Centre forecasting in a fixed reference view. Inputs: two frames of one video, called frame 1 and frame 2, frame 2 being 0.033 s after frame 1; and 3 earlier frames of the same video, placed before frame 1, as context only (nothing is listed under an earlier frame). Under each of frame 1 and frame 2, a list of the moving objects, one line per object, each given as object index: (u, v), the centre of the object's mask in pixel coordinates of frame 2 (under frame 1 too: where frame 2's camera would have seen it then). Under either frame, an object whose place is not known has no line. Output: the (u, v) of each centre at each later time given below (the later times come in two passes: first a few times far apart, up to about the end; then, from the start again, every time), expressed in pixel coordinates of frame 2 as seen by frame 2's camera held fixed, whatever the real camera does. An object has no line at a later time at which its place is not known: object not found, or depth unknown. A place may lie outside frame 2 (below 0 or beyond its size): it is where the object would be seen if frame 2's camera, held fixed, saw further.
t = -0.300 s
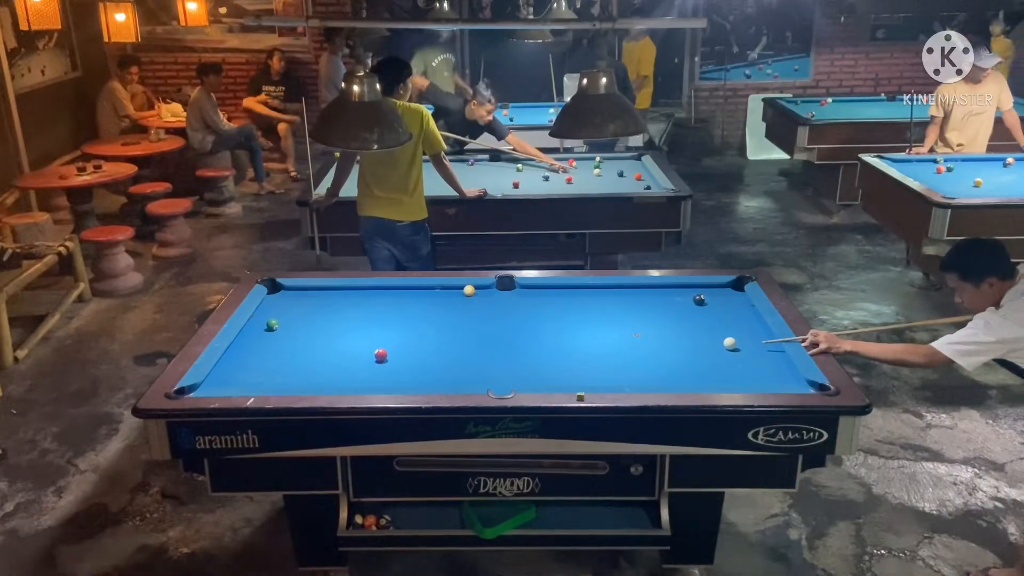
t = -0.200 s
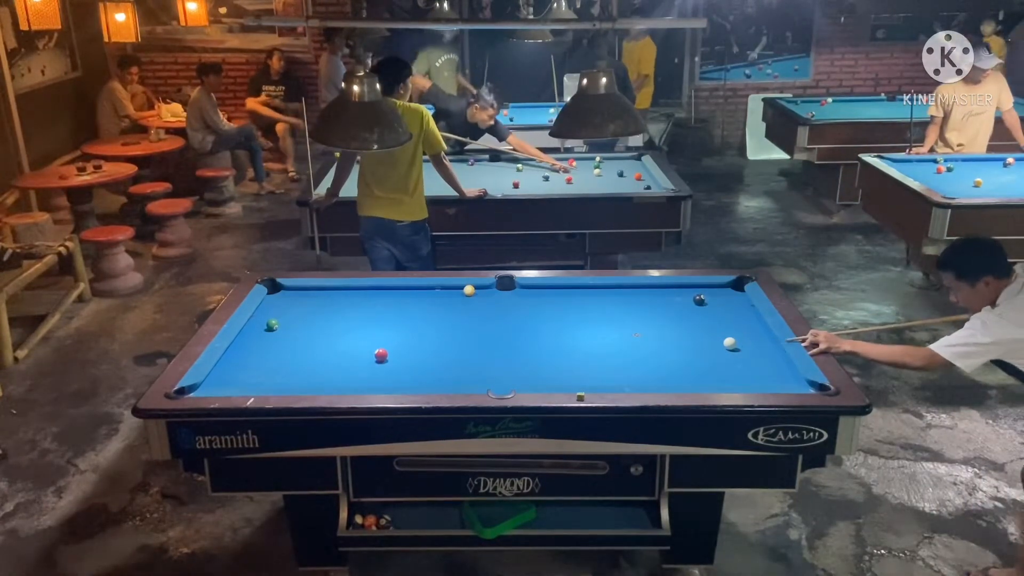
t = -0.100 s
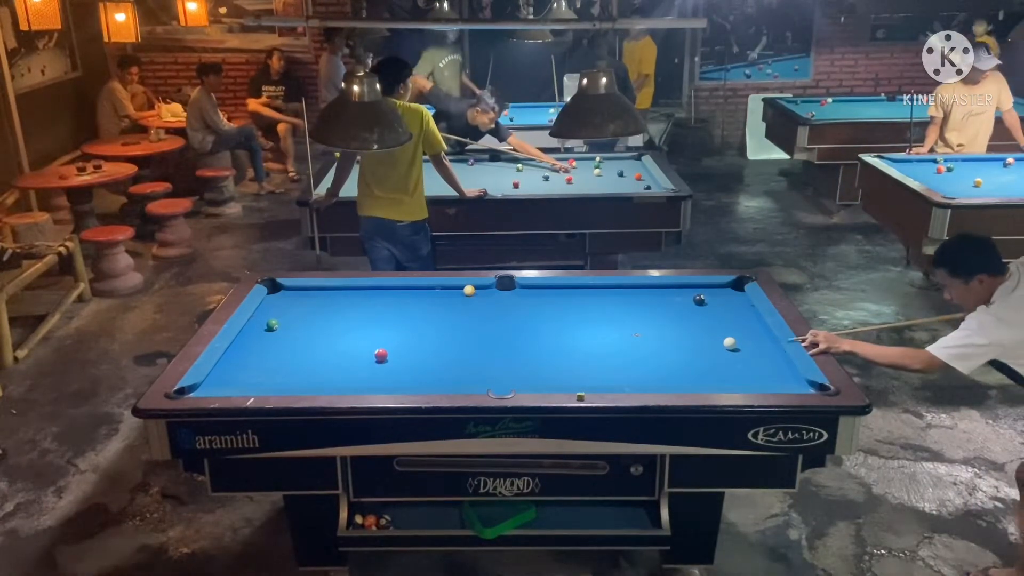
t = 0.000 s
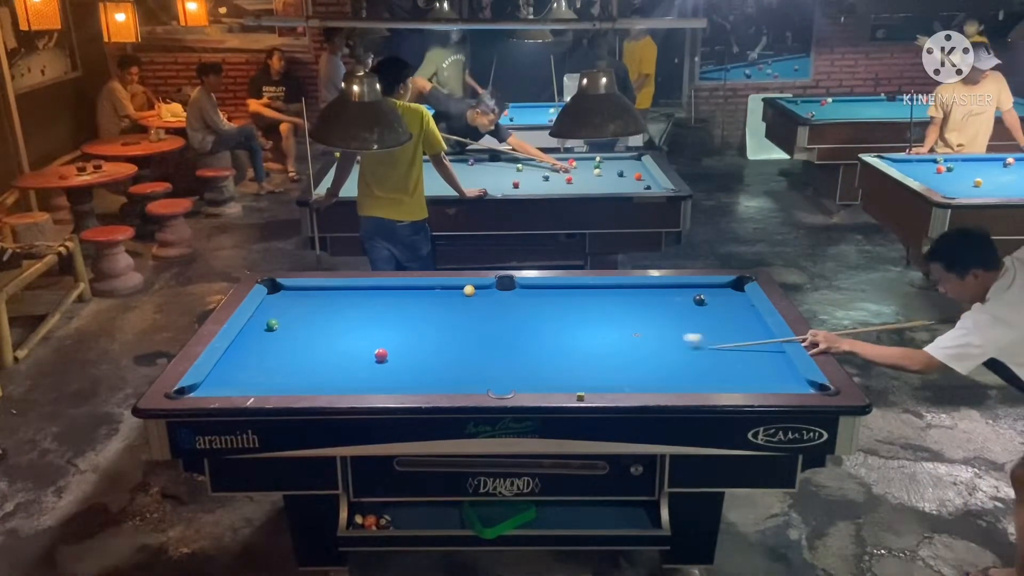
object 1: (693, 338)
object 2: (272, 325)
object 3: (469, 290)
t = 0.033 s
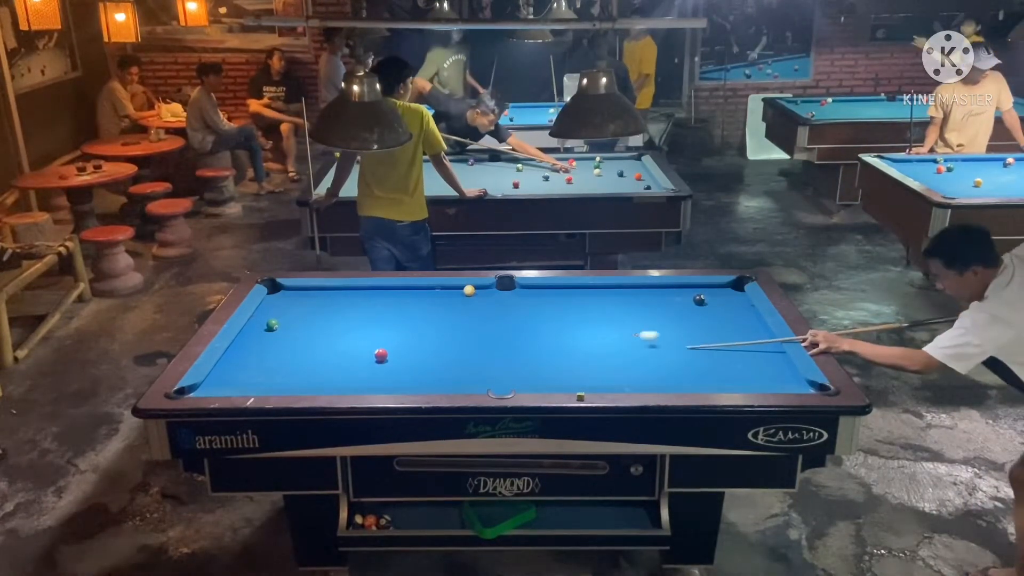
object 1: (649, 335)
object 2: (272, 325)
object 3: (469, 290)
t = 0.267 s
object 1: (379, 330)
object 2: (272, 325)
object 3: (469, 290)
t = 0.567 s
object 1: (235, 355)
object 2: (321, 308)
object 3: (469, 290)
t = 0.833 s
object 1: (246, 385)
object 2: (414, 292)
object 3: (469, 290)
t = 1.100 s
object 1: (297, 370)
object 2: (462, 294)
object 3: (494, 291)
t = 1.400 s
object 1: (346, 352)
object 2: (480, 302)
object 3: (545, 291)
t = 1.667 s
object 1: (383, 339)
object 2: (494, 308)
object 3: (588, 290)
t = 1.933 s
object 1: (416, 328)
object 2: (507, 314)
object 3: (629, 290)
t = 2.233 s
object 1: (448, 317)
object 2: (521, 321)
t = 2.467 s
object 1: (470, 310)
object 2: (530, 325)
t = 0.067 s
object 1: (606, 336)
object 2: (272, 325)
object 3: (469, 290)
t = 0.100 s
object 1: (565, 335)
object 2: (271, 325)
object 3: (469, 290)
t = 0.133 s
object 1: (526, 333)
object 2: (271, 325)
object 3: (469, 290)
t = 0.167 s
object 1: (487, 333)
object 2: (271, 325)
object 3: (469, 290)
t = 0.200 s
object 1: (450, 331)
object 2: (272, 325)
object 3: (469, 290)
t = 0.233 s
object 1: (413, 330)
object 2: (271, 325)
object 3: (469, 290)
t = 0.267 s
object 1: (379, 330)
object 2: (272, 325)
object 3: (469, 290)
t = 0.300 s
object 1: (346, 329)
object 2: (271, 325)
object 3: (469, 290)
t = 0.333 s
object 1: (313, 327)
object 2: (271, 325)
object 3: (469, 290)
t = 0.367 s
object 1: (281, 327)
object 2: (270, 325)
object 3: (469, 290)
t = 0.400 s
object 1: (268, 332)
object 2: (255, 320)
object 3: (469, 290)
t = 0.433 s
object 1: (257, 337)
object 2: (266, 316)
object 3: (469, 290)
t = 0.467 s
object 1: (246, 342)
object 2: (281, 314)
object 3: (469, 290)
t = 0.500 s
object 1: (236, 347)
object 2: (296, 312)
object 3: (469, 290)
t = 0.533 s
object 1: (234, 351)
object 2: (308, 309)
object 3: (469, 290)
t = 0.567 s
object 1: (235, 355)
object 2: (321, 308)
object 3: (469, 290)
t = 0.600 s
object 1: (236, 359)
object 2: (333, 305)
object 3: (469, 290)
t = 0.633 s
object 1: (237, 363)
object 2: (345, 304)
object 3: (469, 290)
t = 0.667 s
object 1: (239, 367)
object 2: (357, 301)
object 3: (469, 290)
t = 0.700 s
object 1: (240, 371)
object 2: (369, 300)
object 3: (469, 290)
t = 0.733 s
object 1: (241, 375)
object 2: (381, 297)
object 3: (469, 290)
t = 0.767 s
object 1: (243, 379)
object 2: (392, 295)
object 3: (469, 290)
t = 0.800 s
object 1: (245, 382)
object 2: (404, 293)
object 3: (469, 290)
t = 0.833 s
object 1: (246, 385)
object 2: (414, 292)
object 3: (469, 290)
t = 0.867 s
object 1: (253, 383)
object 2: (424, 290)
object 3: (469, 290)
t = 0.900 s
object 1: (260, 381)
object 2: (435, 288)
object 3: (469, 290)
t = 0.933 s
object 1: (266, 380)
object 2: (445, 289)
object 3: (469, 290)
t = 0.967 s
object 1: (272, 378)
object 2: (454, 290)
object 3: (469, 290)
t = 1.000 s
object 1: (279, 376)
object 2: (458, 291)
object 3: (473, 290)
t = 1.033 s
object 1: (285, 374)
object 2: (458, 292)
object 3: (481, 290)
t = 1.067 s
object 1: (291, 372)
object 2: (460, 293)
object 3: (488, 290)
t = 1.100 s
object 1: (297, 370)
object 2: (462, 294)
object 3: (494, 291)
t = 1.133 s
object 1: (302, 367)
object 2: (463, 295)
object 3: (499, 291)
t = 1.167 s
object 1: (308, 365)
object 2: (466, 296)
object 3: (506, 291)
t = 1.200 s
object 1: (314, 363)
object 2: (467, 297)
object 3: (511, 291)
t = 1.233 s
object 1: (319, 361)
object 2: (470, 298)
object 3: (517, 291)
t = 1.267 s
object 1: (325, 360)
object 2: (471, 299)
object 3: (523, 291)
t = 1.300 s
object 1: (330, 357)
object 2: (473, 300)
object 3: (528, 291)
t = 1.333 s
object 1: (335, 356)
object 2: (475, 301)
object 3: (534, 291)
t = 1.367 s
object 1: (340, 354)
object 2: (477, 301)
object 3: (540, 291)
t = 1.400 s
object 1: (346, 352)
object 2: (480, 302)
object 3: (545, 291)
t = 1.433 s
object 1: (351, 350)
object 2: (481, 303)
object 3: (551, 291)
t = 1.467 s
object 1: (355, 349)
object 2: (483, 304)
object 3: (556, 291)
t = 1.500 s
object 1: (360, 347)
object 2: (484, 305)
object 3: (562, 291)
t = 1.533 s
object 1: (365, 345)
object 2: (486, 306)
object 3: (567, 291)
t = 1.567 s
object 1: (369, 344)
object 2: (488, 306)
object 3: (572, 290)
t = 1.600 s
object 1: (374, 342)
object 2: (490, 307)
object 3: (578, 290)
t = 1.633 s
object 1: (379, 341)
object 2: (492, 308)
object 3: (583, 290)
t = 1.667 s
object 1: (383, 339)
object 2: (494, 308)
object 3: (588, 290)
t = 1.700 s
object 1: (387, 337)
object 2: (495, 309)
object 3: (593, 290)
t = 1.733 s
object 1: (392, 336)
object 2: (497, 310)
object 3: (598, 290)
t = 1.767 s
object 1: (396, 335)
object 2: (499, 311)
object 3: (604, 290)
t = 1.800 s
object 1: (400, 333)
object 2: (500, 312)
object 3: (609, 290)
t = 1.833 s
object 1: (404, 332)
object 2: (502, 313)
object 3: (614, 290)
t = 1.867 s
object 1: (408, 330)
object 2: (504, 313)
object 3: (619, 290)
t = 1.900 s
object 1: (412, 329)
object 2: (505, 314)
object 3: (624, 290)
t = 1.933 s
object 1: (416, 328)
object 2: (507, 314)
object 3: (629, 290)
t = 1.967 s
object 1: (419, 326)
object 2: (509, 315)
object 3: (634, 290)
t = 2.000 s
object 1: (423, 325)
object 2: (510, 316)
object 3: (639, 290)
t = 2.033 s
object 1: (427, 324)
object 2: (512, 317)
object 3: (643, 290)
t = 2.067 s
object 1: (430, 323)
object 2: (513, 317)
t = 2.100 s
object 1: (434, 321)
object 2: (515, 318)
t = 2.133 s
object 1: (438, 320)
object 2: (517, 319)
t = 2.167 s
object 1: (441, 319)
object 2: (519, 320)
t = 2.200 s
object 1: (445, 318)
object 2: (520, 320)
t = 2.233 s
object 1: (448, 317)
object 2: (521, 321)
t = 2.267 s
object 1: (451, 316)
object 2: (523, 321)
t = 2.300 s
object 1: (454, 315)
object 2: (524, 322)
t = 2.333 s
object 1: (457, 314)
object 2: (525, 323)
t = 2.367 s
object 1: (461, 312)
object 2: (526, 323)
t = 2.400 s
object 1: (464, 312)
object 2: (528, 324)
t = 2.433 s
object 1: (467, 311)
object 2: (529, 324)
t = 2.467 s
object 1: (470, 310)
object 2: (530, 325)
